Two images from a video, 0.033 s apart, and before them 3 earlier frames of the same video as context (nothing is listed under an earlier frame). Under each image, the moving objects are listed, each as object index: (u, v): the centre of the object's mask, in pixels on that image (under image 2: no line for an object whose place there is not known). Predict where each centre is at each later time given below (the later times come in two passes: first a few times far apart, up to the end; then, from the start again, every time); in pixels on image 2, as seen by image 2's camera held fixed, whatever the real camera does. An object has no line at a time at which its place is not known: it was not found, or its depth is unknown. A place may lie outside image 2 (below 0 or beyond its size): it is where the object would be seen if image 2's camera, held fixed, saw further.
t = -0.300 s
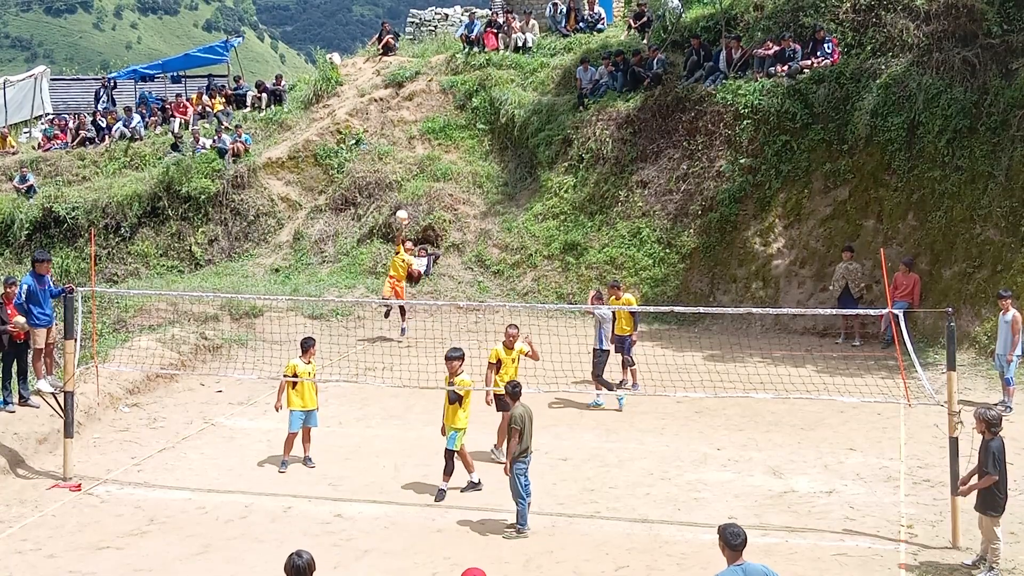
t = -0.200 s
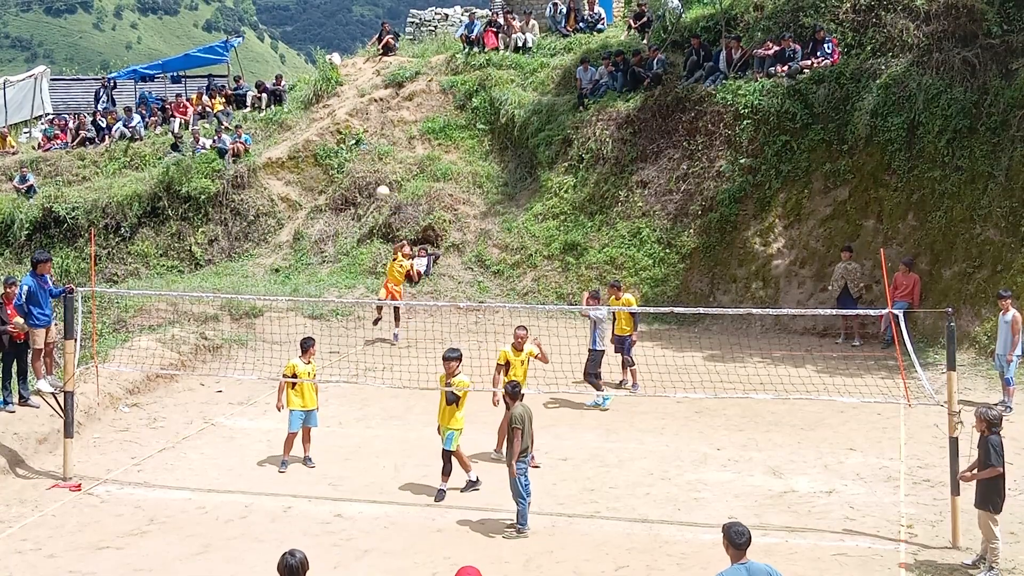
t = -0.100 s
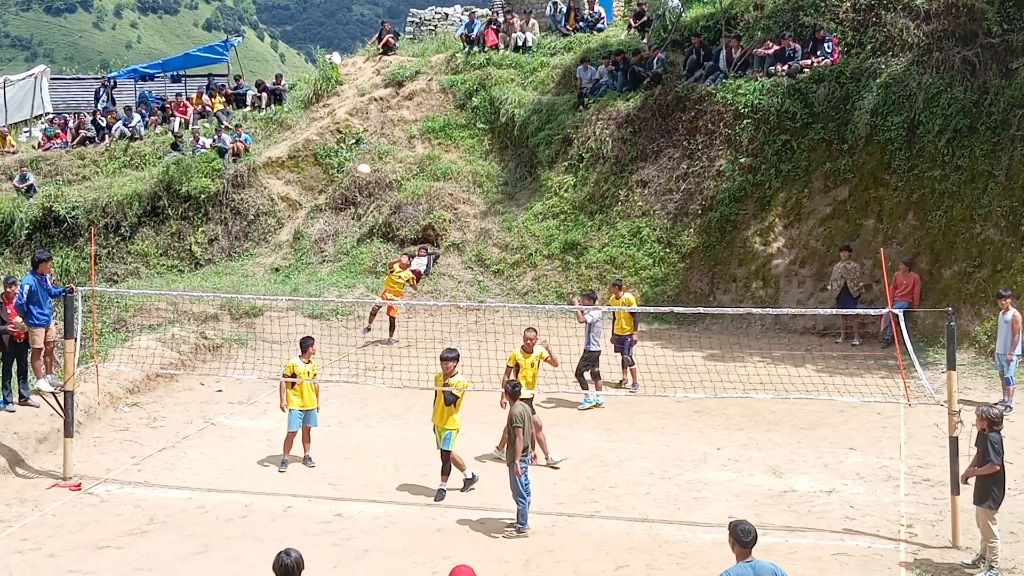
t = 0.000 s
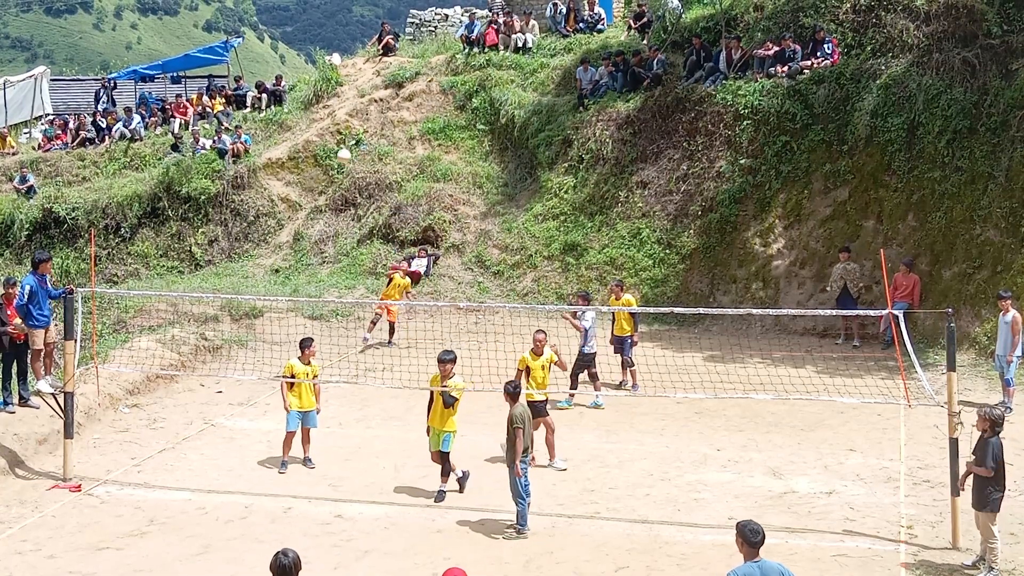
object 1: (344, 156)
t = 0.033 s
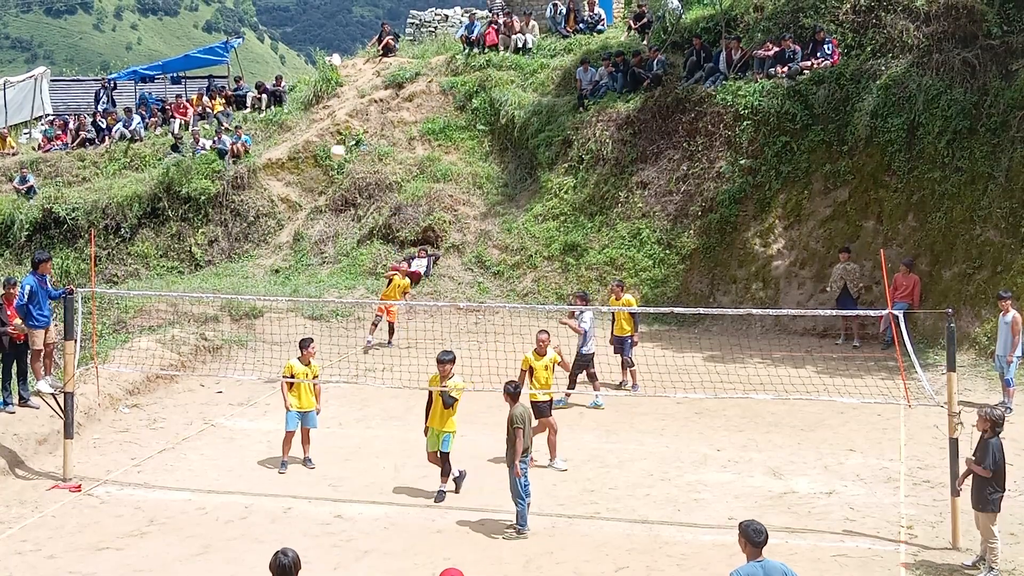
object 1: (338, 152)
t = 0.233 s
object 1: (294, 142)
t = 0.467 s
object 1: (237, 172)
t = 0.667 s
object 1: (181, 246)
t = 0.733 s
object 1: (161, 281)
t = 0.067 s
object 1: (330, 149)
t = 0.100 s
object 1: (324, 145)
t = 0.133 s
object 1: (316, 144)
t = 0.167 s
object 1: (309, 143)
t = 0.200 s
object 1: (302, 141)
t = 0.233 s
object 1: (294, 142)
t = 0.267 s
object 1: (287, 143)
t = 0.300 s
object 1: (279, 145)
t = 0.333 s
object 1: (271, 149)
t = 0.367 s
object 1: (263, 153)
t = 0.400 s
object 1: (255, 158)
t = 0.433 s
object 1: (246, 165)
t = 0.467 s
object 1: (237, 172)
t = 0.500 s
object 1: (228, 181)
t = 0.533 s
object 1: (219, 191)
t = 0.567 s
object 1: (210, 203)
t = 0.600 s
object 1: (200, 216)
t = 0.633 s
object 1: (191, 230)
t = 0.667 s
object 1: (181, 246)
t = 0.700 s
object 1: (171, 263)
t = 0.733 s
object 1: (161, 281)
